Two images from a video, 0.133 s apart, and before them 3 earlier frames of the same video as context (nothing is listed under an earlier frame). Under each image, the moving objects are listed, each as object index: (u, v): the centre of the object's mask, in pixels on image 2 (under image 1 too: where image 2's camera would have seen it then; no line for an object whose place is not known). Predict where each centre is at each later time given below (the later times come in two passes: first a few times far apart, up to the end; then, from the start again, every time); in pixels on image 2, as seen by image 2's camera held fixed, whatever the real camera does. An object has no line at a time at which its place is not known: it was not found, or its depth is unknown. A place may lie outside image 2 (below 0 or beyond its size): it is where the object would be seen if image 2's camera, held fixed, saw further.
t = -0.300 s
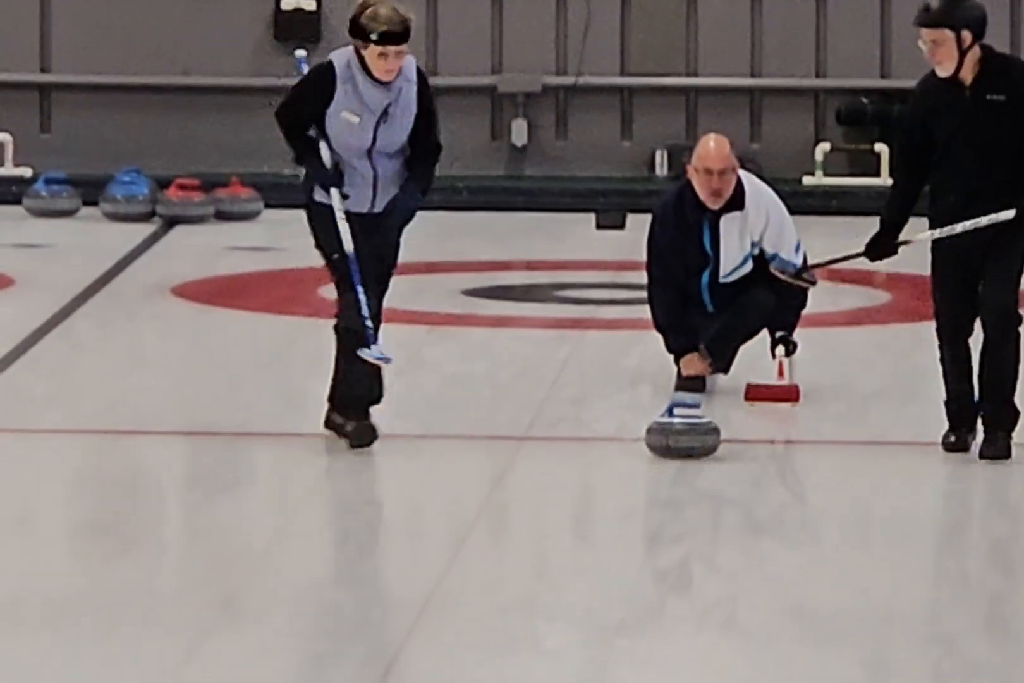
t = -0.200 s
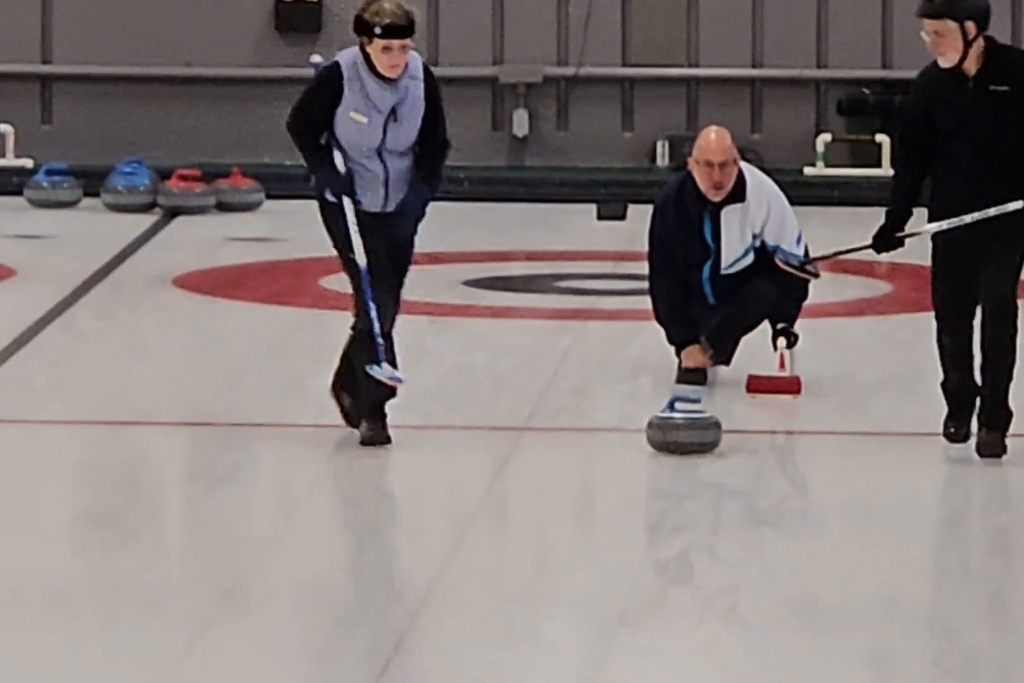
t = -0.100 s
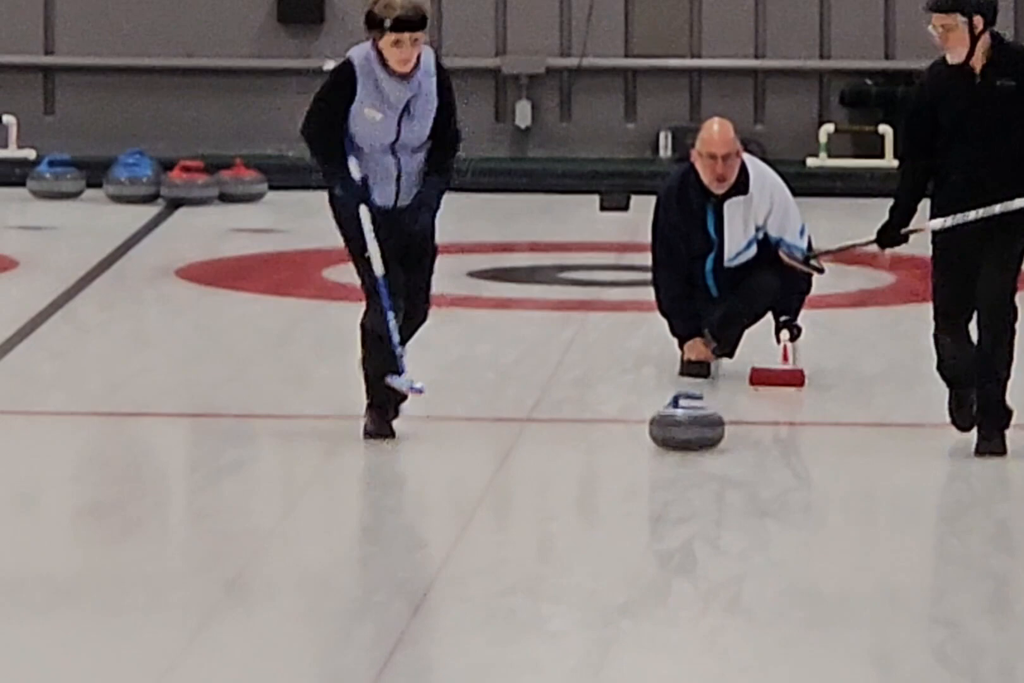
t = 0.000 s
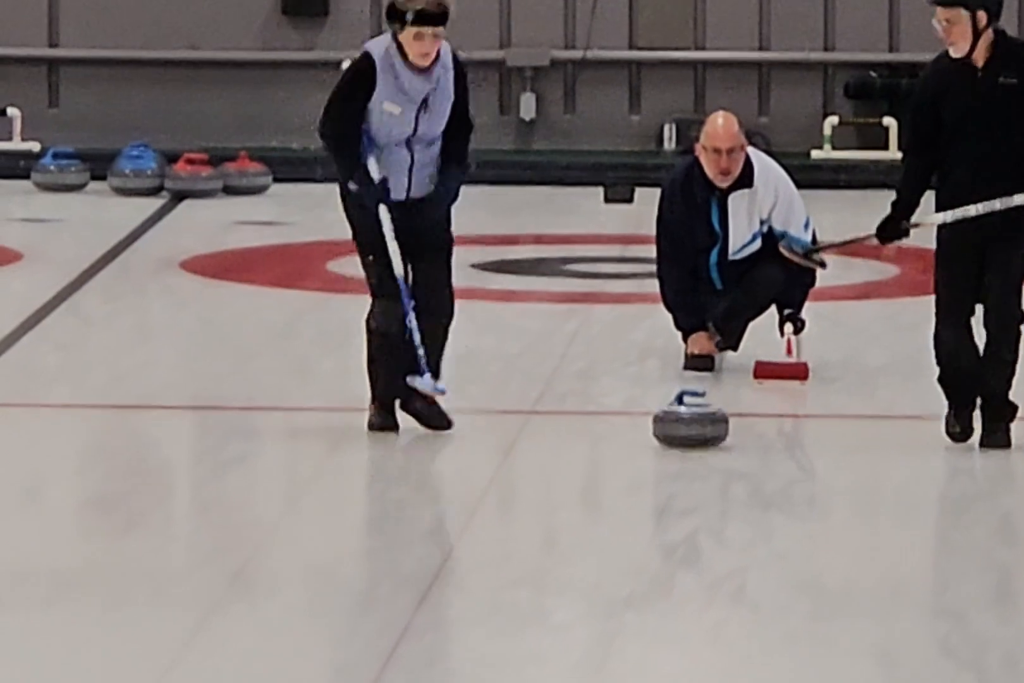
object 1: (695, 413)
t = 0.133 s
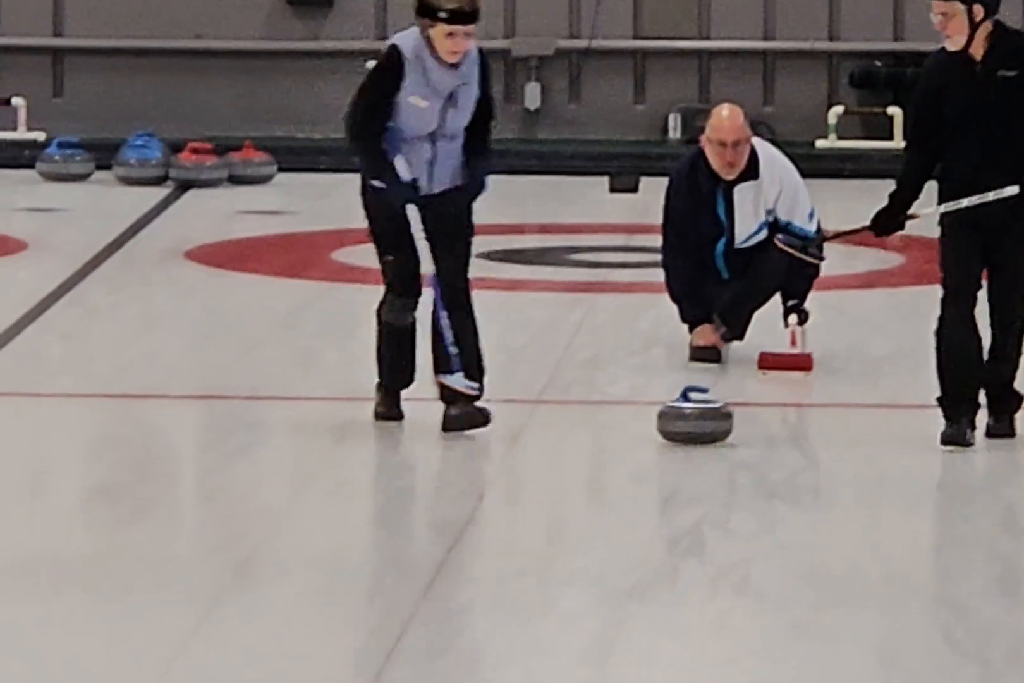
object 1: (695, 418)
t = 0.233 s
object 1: (694, 424)
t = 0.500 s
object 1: (692, 439)
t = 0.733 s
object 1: (691, 452)
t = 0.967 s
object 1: (690, 465)
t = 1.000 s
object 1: (689, 468)
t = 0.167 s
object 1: (694, 420)
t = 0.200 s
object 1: (694, 422)
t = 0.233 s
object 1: (694, 424)
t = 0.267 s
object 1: (694, 426)
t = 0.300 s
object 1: (694, 428)
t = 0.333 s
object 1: (694, 430)
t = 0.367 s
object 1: (693, 431)
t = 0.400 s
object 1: (693, 434)
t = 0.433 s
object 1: (693, 435)
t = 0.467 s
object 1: (692, 437)
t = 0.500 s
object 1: (692, 439)
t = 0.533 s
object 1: (692, 441)
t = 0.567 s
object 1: (692, 443)
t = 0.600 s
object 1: (692, 445)
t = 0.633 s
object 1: (692, 447)
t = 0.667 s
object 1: (691, 448)
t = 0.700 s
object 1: (691, 450)
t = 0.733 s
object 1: (691, 452)
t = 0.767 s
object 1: (691, 454)
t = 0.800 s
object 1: (691, 456)
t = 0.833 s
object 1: (690, 458)
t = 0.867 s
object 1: (691, 459)
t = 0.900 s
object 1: (691, 462)
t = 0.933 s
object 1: (690, 463)
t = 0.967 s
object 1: (690, 465)
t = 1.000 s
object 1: (689, 468)
